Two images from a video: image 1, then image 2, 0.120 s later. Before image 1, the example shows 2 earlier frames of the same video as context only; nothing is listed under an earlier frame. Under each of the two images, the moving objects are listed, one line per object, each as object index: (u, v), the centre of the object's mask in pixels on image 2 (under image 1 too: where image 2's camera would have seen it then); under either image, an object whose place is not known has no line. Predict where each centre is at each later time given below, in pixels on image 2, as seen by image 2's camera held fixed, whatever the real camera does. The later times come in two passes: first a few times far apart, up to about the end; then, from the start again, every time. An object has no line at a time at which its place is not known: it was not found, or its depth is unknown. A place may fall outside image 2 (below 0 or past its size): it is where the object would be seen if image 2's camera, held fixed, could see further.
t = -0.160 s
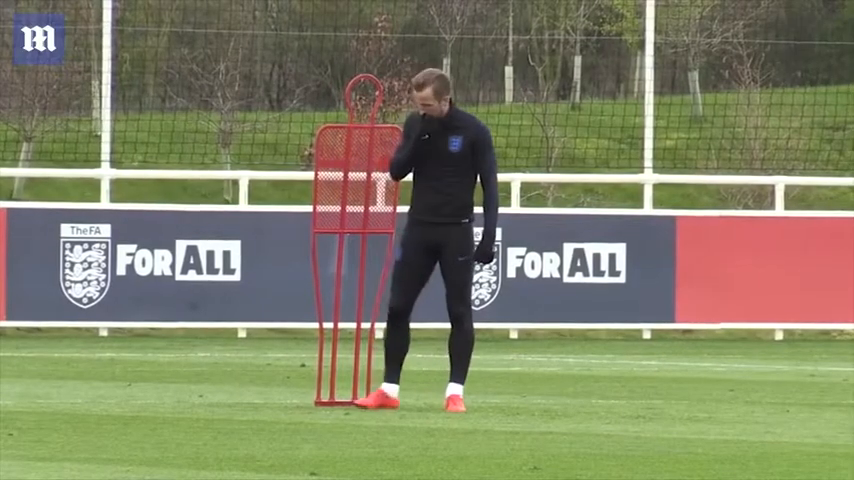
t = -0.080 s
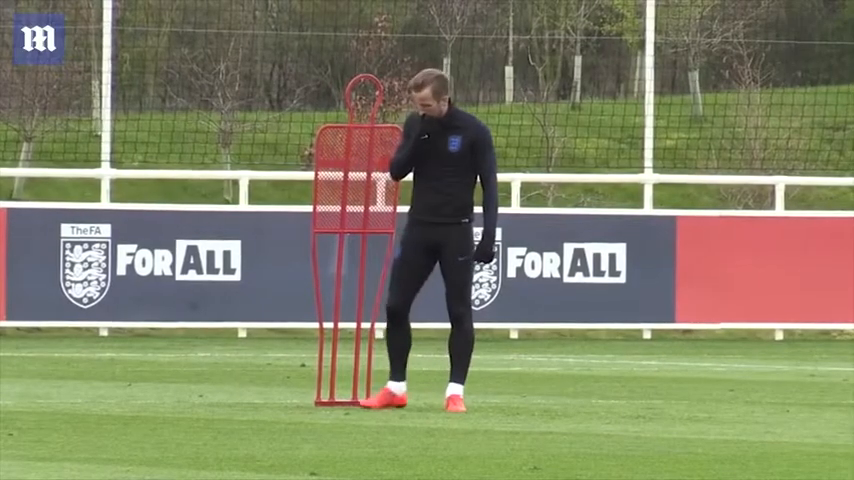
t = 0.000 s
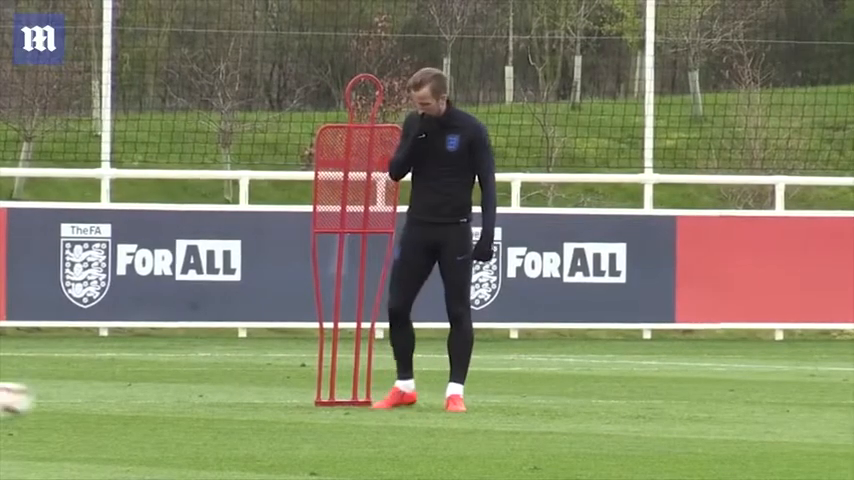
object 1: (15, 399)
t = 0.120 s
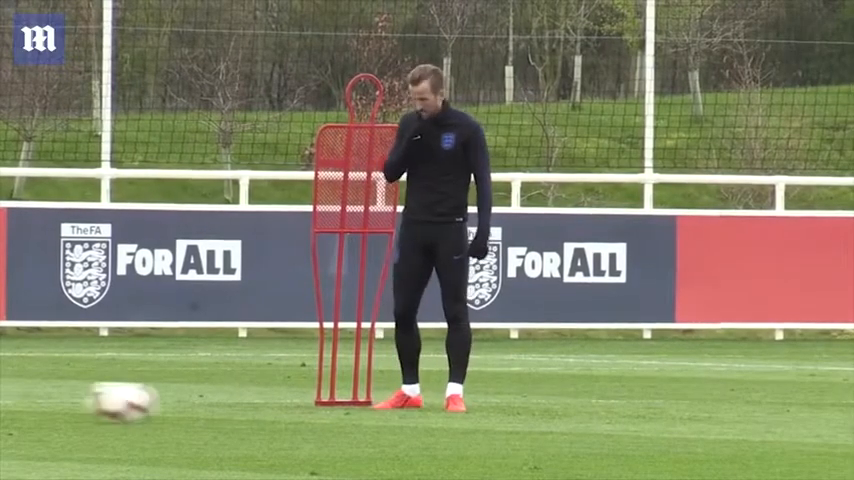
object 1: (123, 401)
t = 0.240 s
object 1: (234, 402)
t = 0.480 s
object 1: (417, 407)
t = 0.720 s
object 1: (573, 409)
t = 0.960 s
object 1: (720, 411)
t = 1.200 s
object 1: (840, 413)
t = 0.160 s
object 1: (160, 402)
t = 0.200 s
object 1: (199, 403)
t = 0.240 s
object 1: (234, 402)
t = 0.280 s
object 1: (269, 404)
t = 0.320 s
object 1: (301, 406)
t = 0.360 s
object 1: (331, 404)
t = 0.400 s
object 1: (361, 404)
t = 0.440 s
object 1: (389, 407)
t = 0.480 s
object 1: (417, 407)
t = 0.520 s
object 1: (446, 407)
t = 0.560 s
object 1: (470, 407)
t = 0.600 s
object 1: (497, 408)
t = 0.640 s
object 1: (522, 408)
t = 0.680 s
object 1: (548, 407)
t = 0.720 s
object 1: (573, 409)
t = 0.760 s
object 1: (599, 411)
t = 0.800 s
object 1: (624, 409)
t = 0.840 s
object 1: (648, 408)
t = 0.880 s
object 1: (671, 410)
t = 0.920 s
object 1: (696, 412)
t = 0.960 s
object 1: (720, 411)
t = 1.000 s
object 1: (741, 411)
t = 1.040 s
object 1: (764, 412)
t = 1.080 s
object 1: (787, 413)
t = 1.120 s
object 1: (809, 413)
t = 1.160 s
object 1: (829, 414)
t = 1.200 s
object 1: (840, 413)
